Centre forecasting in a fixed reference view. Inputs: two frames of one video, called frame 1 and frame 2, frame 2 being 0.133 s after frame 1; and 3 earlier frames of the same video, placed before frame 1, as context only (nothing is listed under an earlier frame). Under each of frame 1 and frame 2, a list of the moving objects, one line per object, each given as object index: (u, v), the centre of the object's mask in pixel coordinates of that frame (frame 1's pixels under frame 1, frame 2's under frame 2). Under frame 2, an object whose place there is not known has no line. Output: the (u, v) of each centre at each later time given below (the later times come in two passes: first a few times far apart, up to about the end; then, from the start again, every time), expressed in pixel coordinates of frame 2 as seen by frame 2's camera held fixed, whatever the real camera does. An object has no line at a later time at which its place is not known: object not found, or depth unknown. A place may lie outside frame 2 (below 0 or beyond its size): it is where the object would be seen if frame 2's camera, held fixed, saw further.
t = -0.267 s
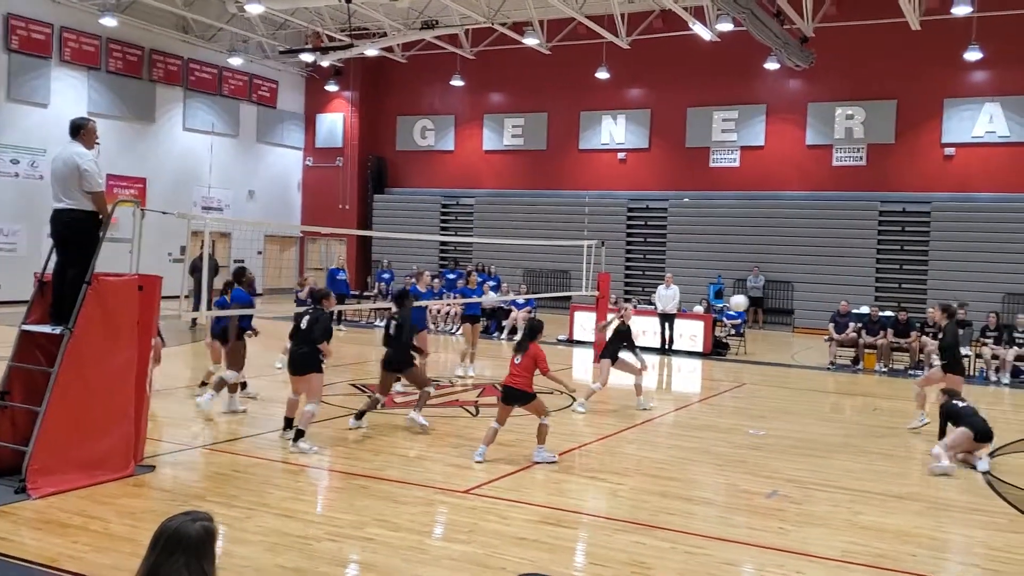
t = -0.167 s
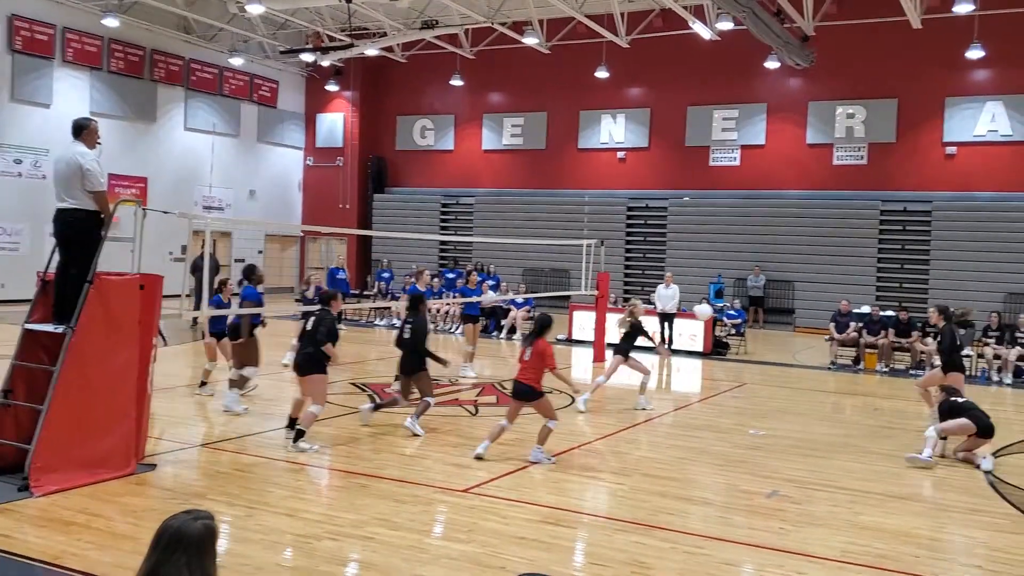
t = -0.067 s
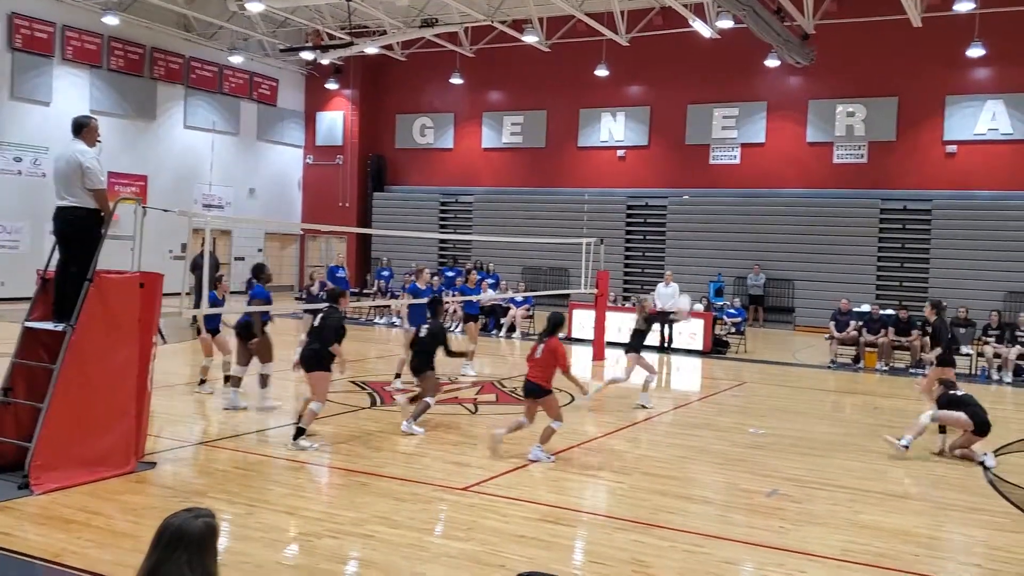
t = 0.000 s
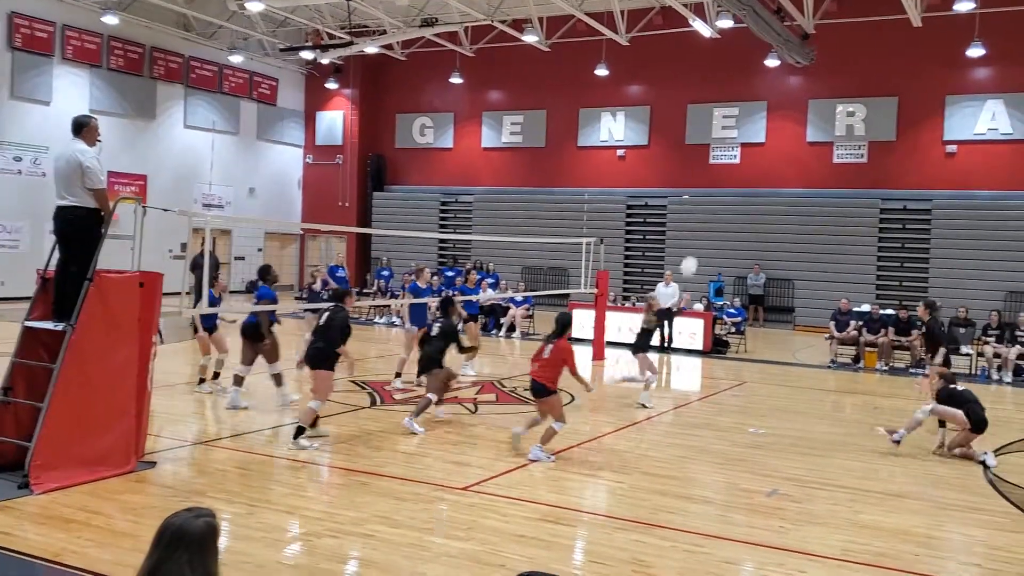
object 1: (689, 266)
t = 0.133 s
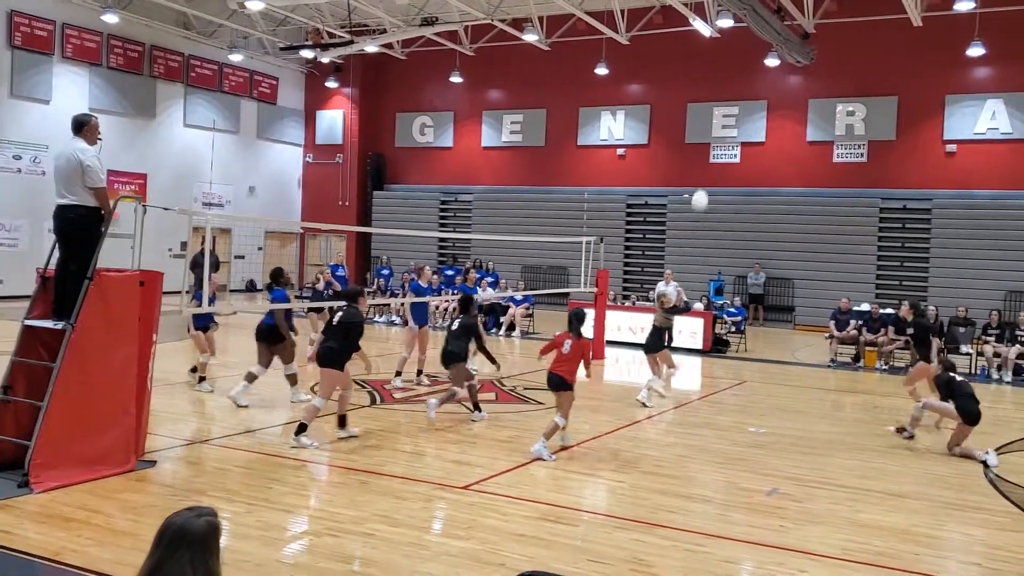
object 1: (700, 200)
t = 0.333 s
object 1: (713, 124)
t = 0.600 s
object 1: (728, 69)
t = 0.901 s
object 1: (740, 71)
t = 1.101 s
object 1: (746, 110)
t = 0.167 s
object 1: (702, 186)
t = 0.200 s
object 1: (704, 172)
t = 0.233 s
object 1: (707, 159)
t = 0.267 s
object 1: (709, 146)
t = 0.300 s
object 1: (711, 136)
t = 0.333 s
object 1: (713, 124)
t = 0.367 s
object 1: (716, 114)
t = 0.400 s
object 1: (718, 105)
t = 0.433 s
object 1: (720, 97)
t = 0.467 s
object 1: (722, 91)
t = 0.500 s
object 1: (723, 84)
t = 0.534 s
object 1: (725, 78)
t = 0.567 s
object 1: (727, 74)
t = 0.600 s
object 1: (728, 69)
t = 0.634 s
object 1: (730, 66)
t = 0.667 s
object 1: (731, 64)
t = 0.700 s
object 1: (733, 62)
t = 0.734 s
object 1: (734, 62)
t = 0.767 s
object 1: (735, 62)
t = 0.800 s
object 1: (736, 63)
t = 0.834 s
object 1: (737, 65)
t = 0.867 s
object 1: (738, 68)
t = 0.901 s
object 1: (740, 71)
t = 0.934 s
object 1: (741, 76)
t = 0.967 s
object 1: (742, 81)
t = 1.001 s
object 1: (743, 87)
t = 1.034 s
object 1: (744, 94)
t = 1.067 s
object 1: (745, 101)
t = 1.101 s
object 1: (746, 110)
